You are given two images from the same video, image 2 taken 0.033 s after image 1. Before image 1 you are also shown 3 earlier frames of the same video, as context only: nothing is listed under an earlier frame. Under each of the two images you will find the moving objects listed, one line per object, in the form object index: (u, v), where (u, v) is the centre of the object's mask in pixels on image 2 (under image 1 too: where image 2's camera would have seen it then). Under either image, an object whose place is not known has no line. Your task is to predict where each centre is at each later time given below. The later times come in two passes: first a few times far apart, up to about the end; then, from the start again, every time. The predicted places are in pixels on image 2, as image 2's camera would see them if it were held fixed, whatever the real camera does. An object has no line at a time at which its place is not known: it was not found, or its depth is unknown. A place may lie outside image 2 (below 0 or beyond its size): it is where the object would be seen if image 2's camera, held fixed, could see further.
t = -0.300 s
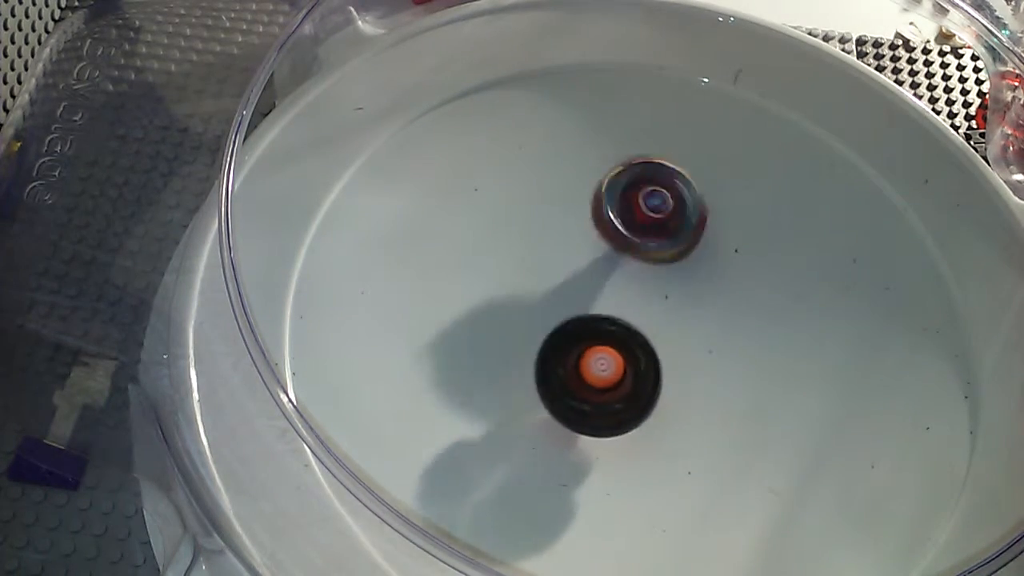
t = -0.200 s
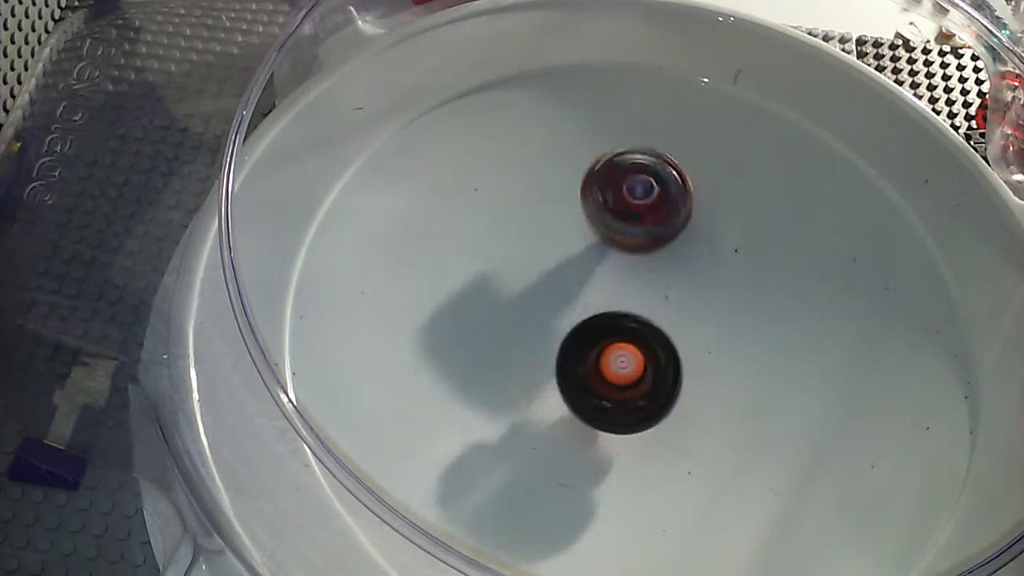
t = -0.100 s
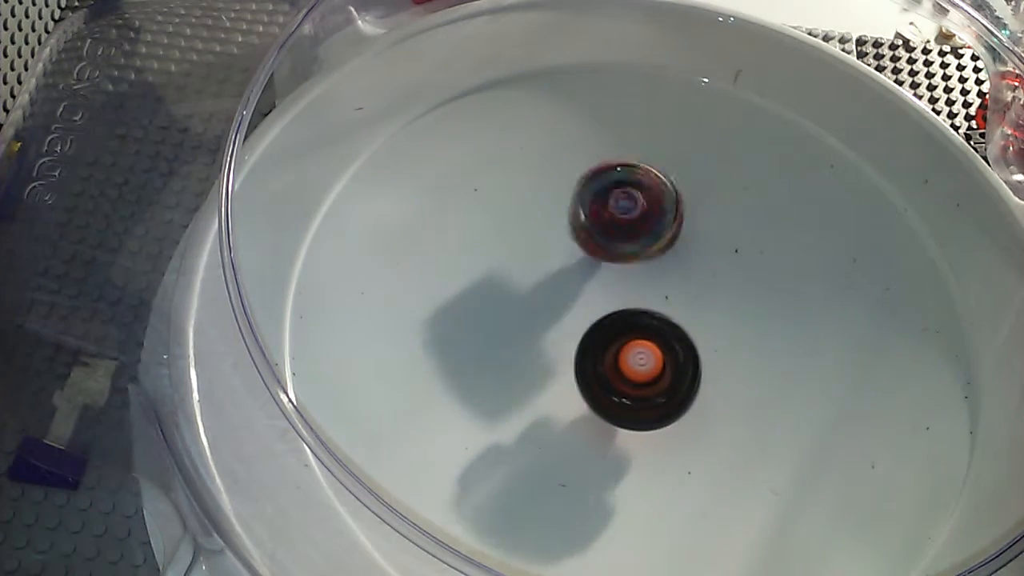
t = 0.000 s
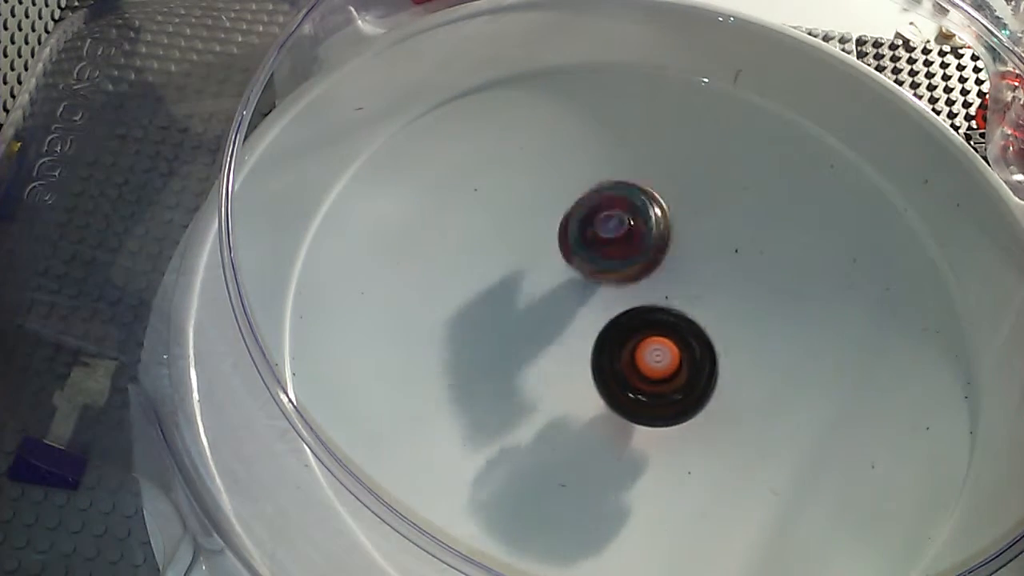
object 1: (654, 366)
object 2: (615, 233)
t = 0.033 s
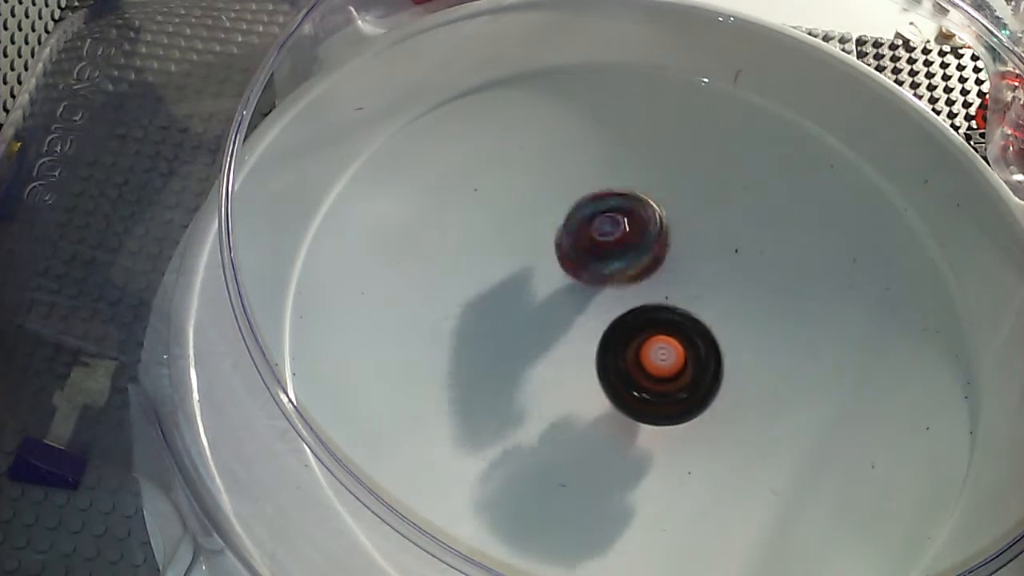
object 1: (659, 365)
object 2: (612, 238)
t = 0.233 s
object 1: (681, 360)
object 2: (580, 262)
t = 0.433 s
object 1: (689, 356)
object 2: (538, 267)
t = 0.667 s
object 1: (686, 354)
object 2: (548, 299)
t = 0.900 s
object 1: (731, 379)
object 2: (536, 303)
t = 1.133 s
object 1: (727, 365)
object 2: (538, 317)
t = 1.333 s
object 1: (700, 345)
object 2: (553, 335)
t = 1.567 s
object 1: (738, 325)
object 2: (547, 337)
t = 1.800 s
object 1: (714, 302)
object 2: (566, 361)
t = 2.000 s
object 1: (688, 293)
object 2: (595, 378)
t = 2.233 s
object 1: (673, 282)
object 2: (622, 384)
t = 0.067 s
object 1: (664, 364)
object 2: (608, 244)
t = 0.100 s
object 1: (668, 363)
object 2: (603, 249)
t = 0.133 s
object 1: (672, 362)
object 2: (597, 254)
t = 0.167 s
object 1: (676, 361)
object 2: (591, 257)
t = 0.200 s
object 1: (679, 361)
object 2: (586, 260)
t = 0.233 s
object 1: (681, 360)
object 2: (580, 262)
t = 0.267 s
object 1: (684, 359)
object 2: (575, 264)
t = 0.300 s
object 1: (685, 359)
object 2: (568, 266)
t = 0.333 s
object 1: (687, 358)
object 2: (560, 267)
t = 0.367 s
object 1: (688, 357)
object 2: (552, 267)
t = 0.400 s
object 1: (689, 357)
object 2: (545, 266)
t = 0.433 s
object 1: (689, 356)
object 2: (538, 267)
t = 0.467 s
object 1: (690, 356)
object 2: (532, 268)
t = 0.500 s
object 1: (689, 356)
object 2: (528, 271)
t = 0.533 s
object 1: (689, 355)
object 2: (528, 277)
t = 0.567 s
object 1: (689, 355)
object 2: (530, 282)
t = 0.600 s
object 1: (688, 354)
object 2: (535, 288)
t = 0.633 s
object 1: (687, 354)
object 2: (541, 292)
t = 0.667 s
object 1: (686, 354)
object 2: (548, 299)
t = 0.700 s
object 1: (684, 354)
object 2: (553, 305)
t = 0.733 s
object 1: (681, 354)
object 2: (557, 311)
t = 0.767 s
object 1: (692, 360)
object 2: (545, 308)
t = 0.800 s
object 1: (712, 370)
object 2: (530, 302)
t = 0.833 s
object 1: (724, 376)
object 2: (528, 293)
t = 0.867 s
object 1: (729, 379)
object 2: (535, 296)
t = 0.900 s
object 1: (731, 379)
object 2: (536, 303)
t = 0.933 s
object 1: (732, 378)
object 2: (535, 310)
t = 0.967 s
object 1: (733, 376)
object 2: (532, 313)
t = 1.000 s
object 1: (733, 374)
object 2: (530, 314)
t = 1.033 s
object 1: (732, 372)
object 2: (529, 314)
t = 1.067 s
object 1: (732, 370)
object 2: (530, 313)
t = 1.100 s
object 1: (730, 368)
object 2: (533, 314)
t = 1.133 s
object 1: (727, 365)
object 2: (538, 317)
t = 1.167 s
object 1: (724, 362)
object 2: (542, 322)
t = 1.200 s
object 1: (720, 359)
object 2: (543, 327)
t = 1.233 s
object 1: (715, 355)
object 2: (543, 330)
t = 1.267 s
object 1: (710, 352)
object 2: (544, 332)
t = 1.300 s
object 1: (705, 348)
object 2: (548, 333)
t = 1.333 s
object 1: (700, 345)
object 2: (553, 335)
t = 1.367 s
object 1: (694, 342)
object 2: (563, 339)
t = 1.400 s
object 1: (706, 338)
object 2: (554, 342)
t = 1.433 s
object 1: (726, 336)
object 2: (538, 343)
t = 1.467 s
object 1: (737, 334)
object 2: (530, 338)
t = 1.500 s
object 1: (741, 331)
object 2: (532, 332)
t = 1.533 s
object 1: (741, 328)
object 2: (540, 334)
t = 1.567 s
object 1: (738, 325)
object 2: (547, 337)
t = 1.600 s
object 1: (735, 321)
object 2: (557, 345)
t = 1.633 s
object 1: (732, 317)
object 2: (558, 351)
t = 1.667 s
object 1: (729, 314)
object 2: (557, 354)
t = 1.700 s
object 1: (725, 311)
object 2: (557, 358)
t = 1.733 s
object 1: (722, 308)
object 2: (560, 357)
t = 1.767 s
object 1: (718, 305)
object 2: (562, 358)
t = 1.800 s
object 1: (714, 302)
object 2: (566, 361)
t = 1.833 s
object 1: (710, 300)
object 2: (570, 364)
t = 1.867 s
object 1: (706, 298)
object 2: (576, 365)
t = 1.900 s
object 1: (701, 297)
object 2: (580, 370)
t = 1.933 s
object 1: (697, 296)
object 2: (584, 376)
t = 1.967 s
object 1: (692, 294)
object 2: (590, 378)
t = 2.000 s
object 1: (688, 293)
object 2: (595, 378)
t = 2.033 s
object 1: (684, 293)
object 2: (599, 378)
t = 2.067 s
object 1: (680, 292)
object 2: (604, 379)
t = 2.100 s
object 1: (679, 288)
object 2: (607, 384)
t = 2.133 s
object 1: (679, 285)
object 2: (608, 385)
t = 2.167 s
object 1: (678, 284)
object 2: (611, 384)
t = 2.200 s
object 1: (675, 284)
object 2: (615, 385)
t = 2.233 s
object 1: (673, 282)
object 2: (622, 384)
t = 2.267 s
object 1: (679, 268)
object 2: (618, 392)
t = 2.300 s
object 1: (682, 262)
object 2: (615, 394)
